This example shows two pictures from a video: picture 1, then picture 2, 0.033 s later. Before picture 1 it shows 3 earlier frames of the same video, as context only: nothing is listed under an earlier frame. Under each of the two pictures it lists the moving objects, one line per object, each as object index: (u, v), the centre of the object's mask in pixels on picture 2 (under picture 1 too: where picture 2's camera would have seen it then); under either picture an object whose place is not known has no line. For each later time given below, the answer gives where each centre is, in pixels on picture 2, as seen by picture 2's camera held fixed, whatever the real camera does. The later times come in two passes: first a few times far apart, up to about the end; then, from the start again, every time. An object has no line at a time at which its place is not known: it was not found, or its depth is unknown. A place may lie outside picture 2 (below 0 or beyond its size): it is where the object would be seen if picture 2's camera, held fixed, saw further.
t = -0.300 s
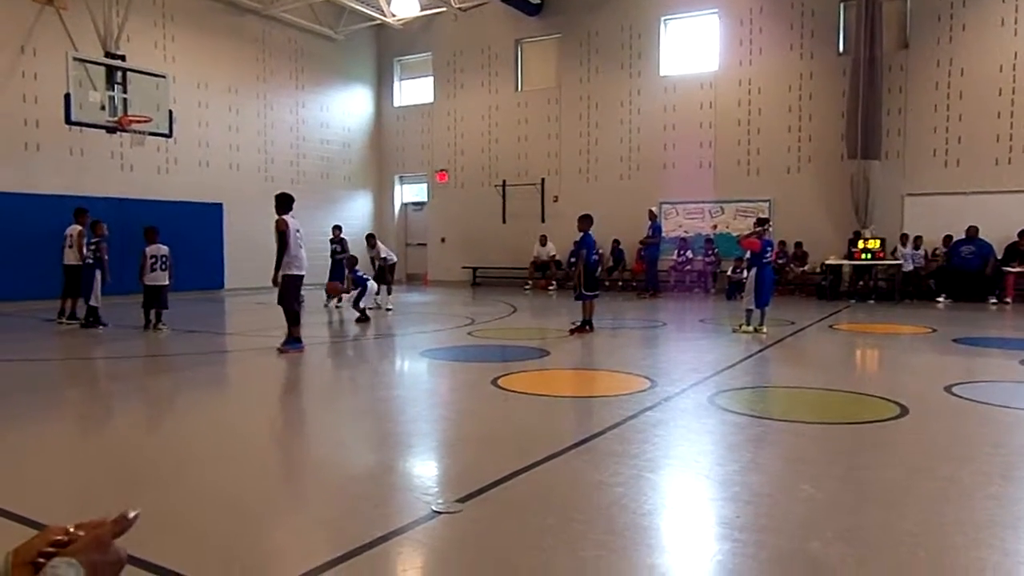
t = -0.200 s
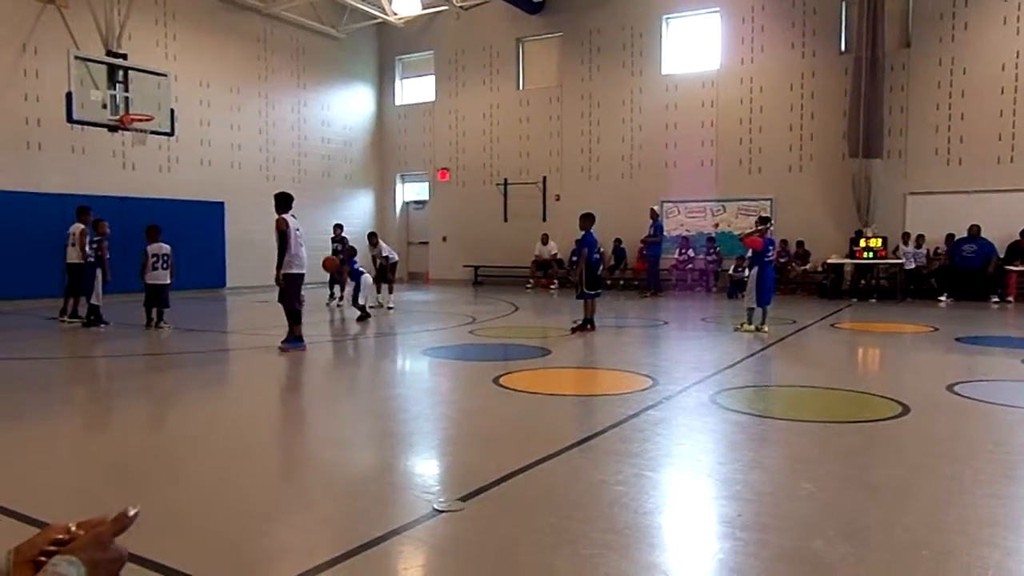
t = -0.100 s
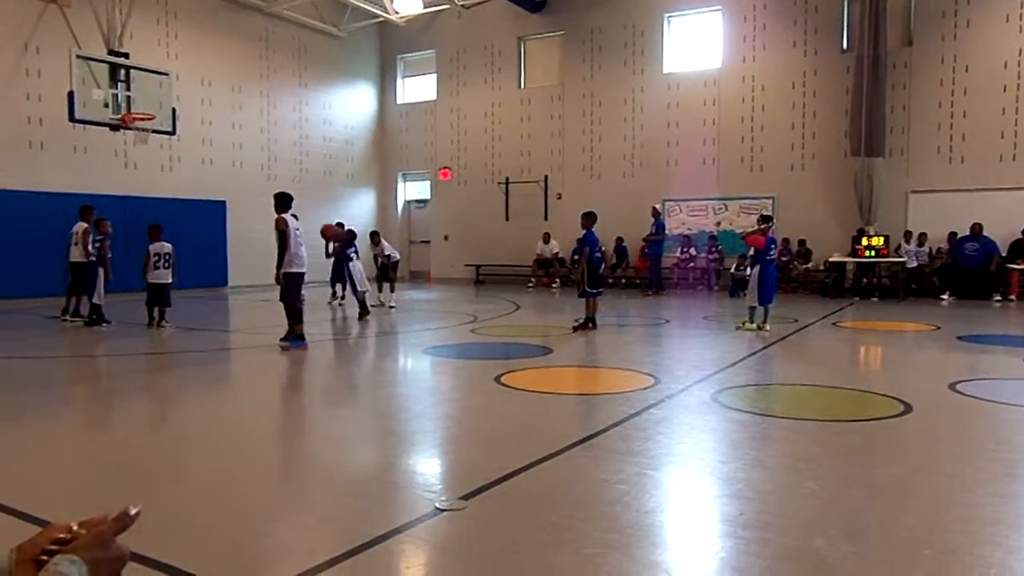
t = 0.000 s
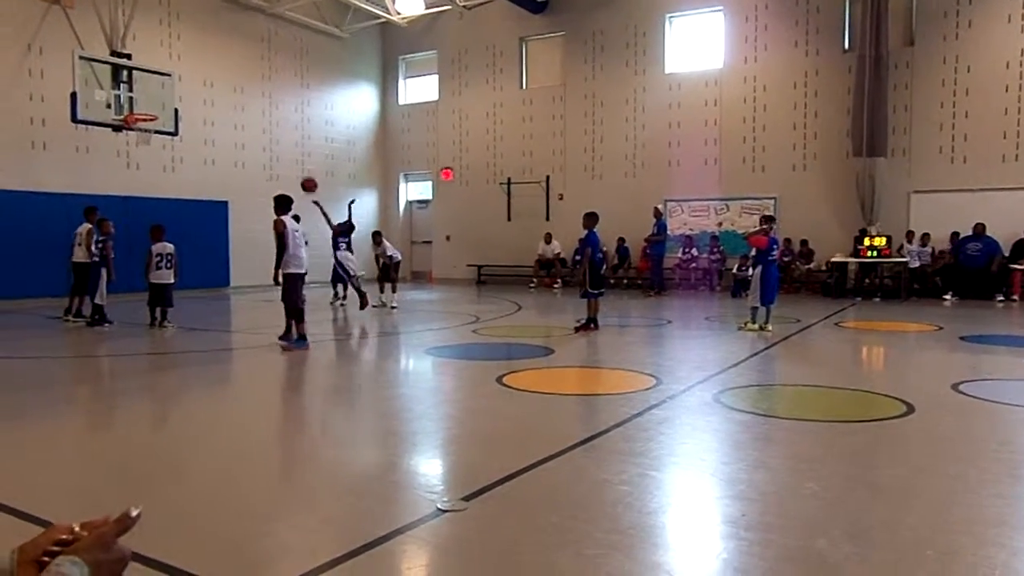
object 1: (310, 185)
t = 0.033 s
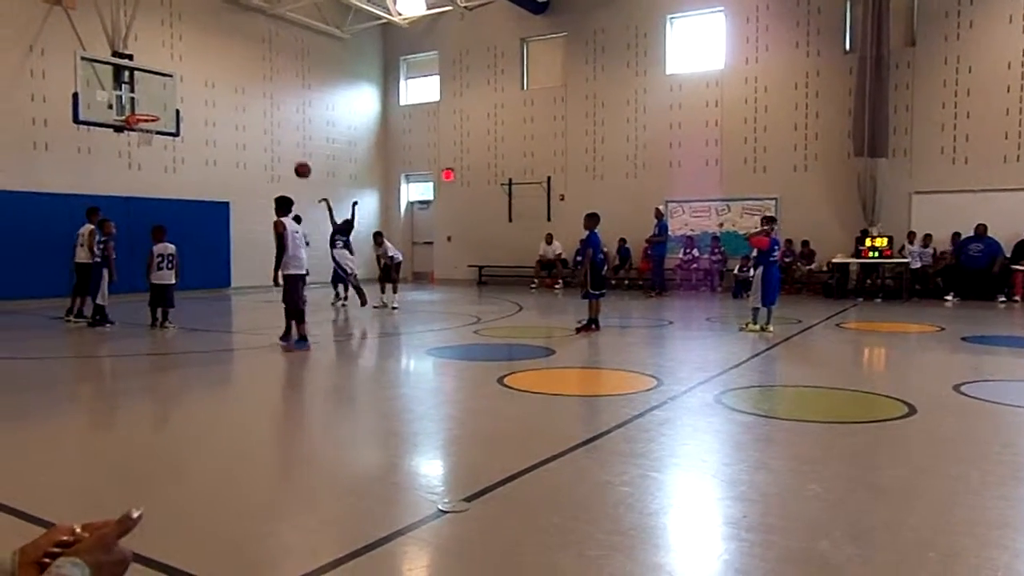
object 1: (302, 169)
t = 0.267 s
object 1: (254, 92)
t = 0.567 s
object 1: (199, 53)
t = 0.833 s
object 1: (157, 68)
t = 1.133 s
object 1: (148, 121)
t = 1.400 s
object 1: (153, 130)
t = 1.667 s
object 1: (143, 153)
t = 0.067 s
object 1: (294, 155)
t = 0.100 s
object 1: (287, 142)
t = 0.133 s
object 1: (280, 130)
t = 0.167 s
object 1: (274, 119)
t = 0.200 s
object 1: (267, 109)
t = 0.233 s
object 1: (261, 100)
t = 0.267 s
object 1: (254, 92)
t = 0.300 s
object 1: (248, 84)
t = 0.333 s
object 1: (241, 77)
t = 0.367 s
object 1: (235, 72)
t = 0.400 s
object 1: (230, 67)
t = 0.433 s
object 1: (223, 63)
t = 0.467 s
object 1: (217, 59)
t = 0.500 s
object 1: (211, 56)
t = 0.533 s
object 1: (205, 54)
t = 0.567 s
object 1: (199, 53)
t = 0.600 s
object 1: (193, 53)
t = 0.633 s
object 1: (188, 53)
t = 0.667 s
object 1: (180, 51)
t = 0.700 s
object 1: (176, 54)
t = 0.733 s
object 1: (172, 57)
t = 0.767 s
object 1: (166, 60)
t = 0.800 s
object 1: (161, 64)
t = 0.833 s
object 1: (157, 68)
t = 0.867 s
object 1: (151, 73)
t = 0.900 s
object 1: (146, 79)
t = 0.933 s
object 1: (141, 86)
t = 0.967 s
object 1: (137, 92)
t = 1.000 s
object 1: (133, 99)
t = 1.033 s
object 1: (134, 105)
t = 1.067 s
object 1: (138, 108)
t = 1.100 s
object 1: (142, 113)
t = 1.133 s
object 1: (148, 121)
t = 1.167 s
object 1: (151, 125)
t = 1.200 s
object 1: (152, 125)
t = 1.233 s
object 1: (153, 126)
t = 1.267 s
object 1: (153, 126)
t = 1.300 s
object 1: (153, 126)
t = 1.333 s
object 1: (153, 127)
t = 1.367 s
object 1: (153, 128)
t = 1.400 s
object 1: (153, 130)
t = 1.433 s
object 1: (152, 132)
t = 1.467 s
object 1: (151, 134)
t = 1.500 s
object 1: (150, 136)
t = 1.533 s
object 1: (149, 138)
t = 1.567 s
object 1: (147, 140)
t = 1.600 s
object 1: (146, 144)
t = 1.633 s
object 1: (145, 149)
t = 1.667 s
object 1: (143, 153)
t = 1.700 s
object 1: (141, 159)
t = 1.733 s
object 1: (140, 165)
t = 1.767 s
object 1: (139, 171)
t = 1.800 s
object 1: (137, 178)
